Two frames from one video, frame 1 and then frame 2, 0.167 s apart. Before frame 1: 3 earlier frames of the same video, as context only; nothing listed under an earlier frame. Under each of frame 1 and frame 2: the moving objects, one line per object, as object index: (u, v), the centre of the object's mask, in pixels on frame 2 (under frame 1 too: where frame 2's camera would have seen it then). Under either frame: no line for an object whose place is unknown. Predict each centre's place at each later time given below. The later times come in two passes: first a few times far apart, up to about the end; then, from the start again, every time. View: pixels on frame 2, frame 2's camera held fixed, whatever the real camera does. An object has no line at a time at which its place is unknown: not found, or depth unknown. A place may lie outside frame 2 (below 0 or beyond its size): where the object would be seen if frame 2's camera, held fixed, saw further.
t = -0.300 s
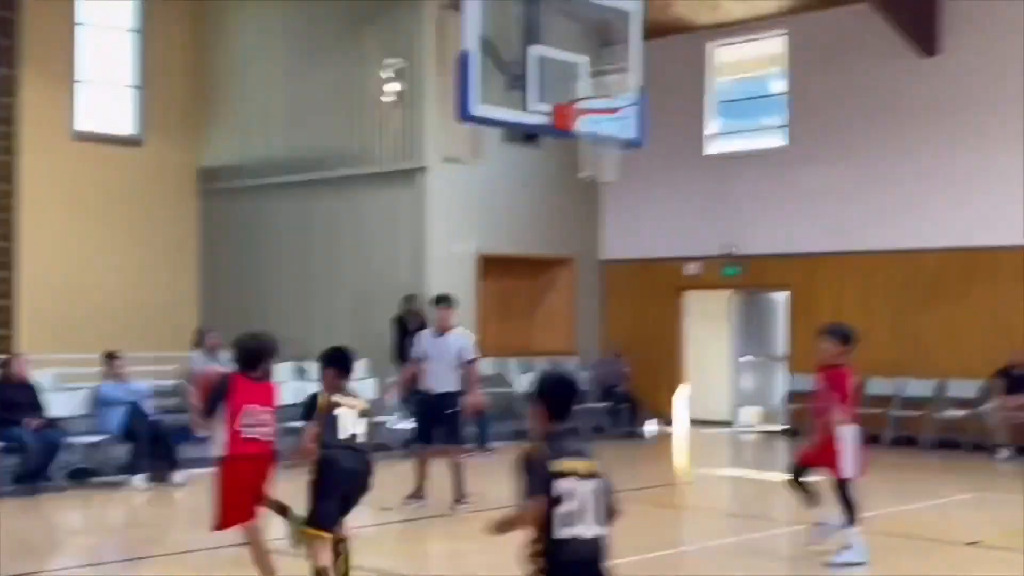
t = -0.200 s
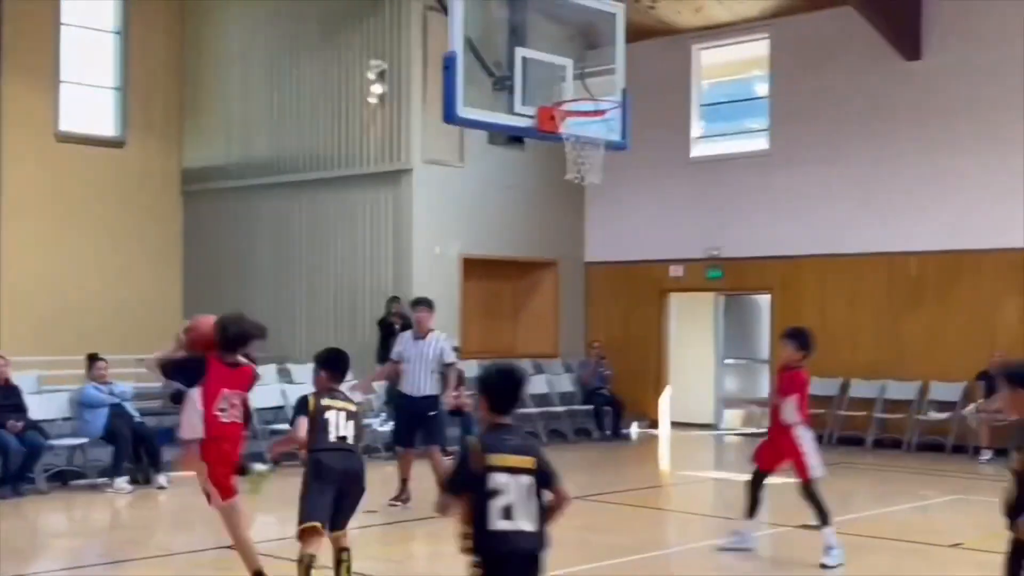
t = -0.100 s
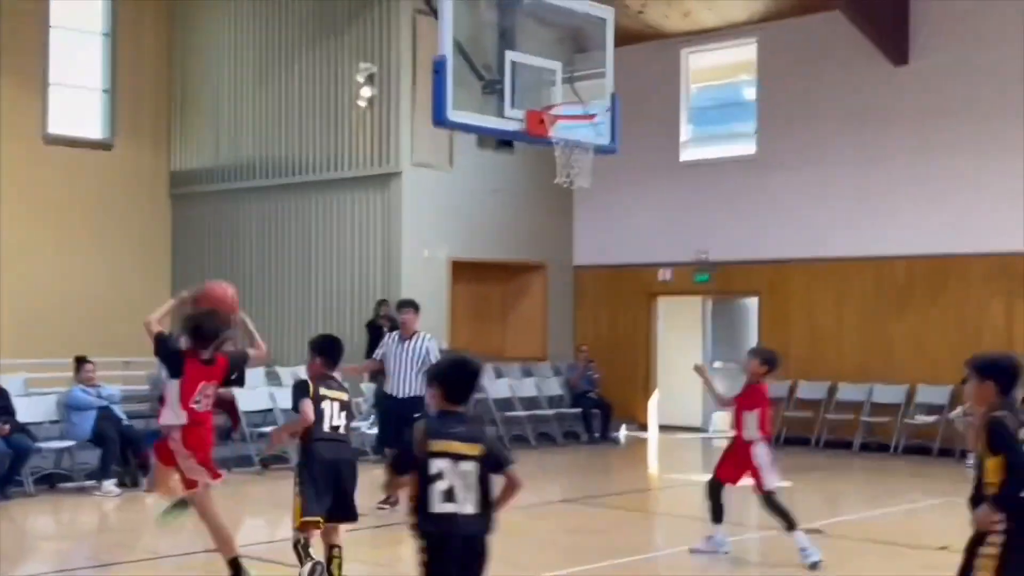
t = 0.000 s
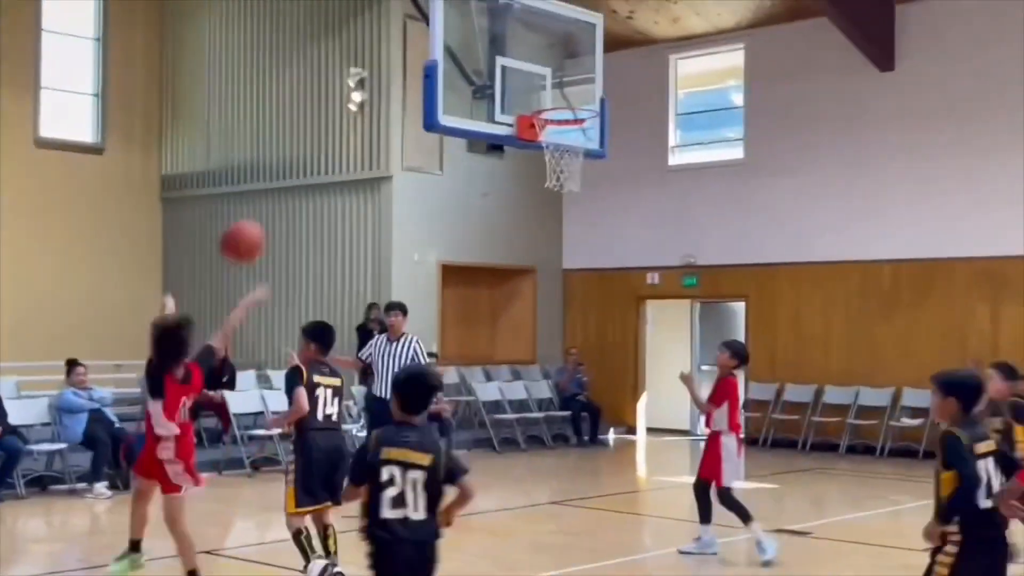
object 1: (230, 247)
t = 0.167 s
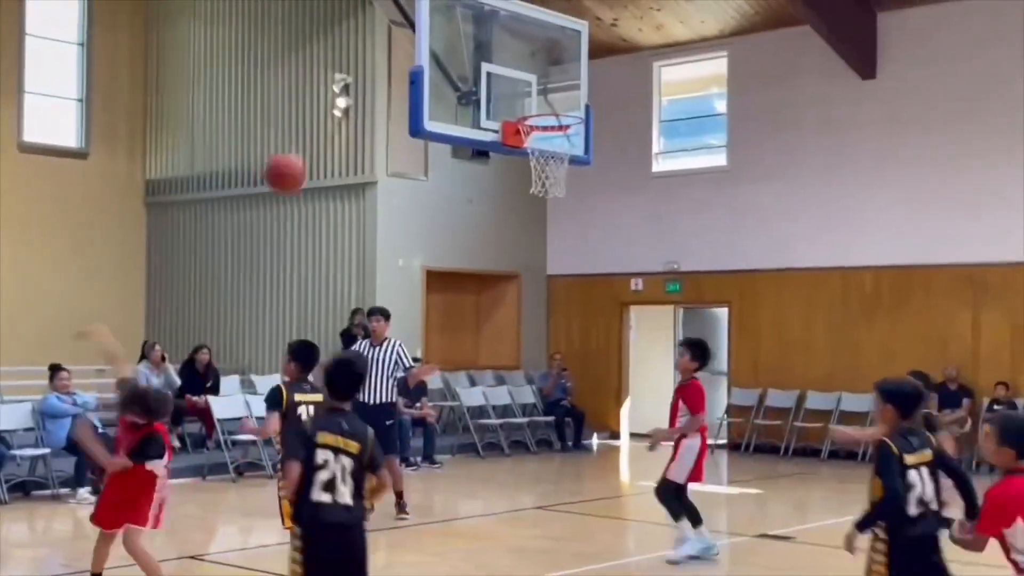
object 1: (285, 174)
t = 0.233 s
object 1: (307, 159)
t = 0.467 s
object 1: (373, 165)
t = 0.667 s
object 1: (421, 233)
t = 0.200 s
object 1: (296, 165)
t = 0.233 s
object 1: (307, 159)
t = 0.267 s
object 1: (316, 155)
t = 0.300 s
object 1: (326, 152)
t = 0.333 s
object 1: (336, 151)
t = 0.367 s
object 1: (345, 151)
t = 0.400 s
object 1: (354, 155)
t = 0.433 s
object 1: (364, 160)
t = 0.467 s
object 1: (373, 165)
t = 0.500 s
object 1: (380, 173)
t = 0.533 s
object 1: (389, 183)
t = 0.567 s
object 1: (397, 192)
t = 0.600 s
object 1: (405, 204)
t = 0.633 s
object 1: (413, 218)
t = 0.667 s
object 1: (421, 233)
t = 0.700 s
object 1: (428, 248)
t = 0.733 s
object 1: (436, 265)
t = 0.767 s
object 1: (444, 283)
